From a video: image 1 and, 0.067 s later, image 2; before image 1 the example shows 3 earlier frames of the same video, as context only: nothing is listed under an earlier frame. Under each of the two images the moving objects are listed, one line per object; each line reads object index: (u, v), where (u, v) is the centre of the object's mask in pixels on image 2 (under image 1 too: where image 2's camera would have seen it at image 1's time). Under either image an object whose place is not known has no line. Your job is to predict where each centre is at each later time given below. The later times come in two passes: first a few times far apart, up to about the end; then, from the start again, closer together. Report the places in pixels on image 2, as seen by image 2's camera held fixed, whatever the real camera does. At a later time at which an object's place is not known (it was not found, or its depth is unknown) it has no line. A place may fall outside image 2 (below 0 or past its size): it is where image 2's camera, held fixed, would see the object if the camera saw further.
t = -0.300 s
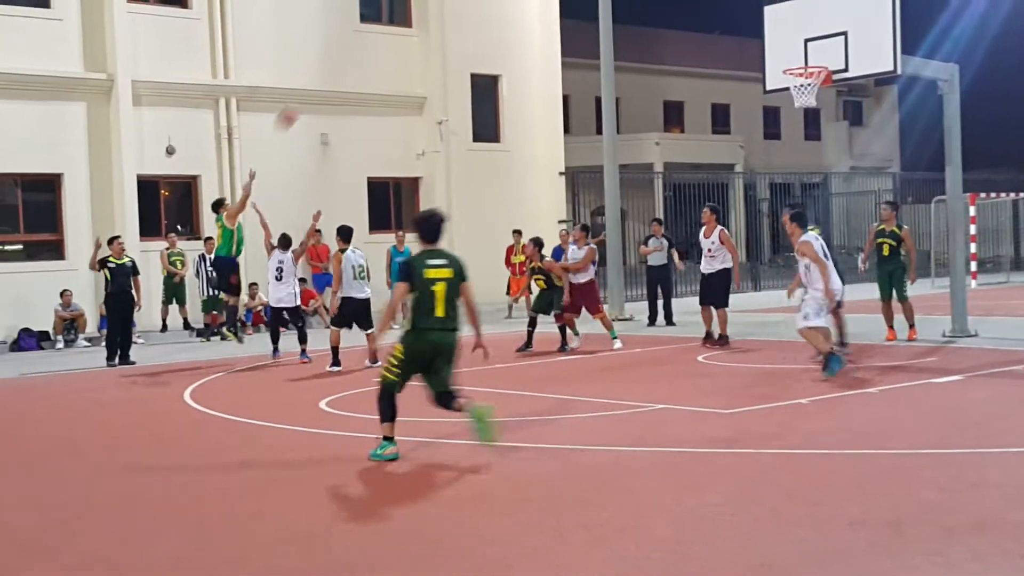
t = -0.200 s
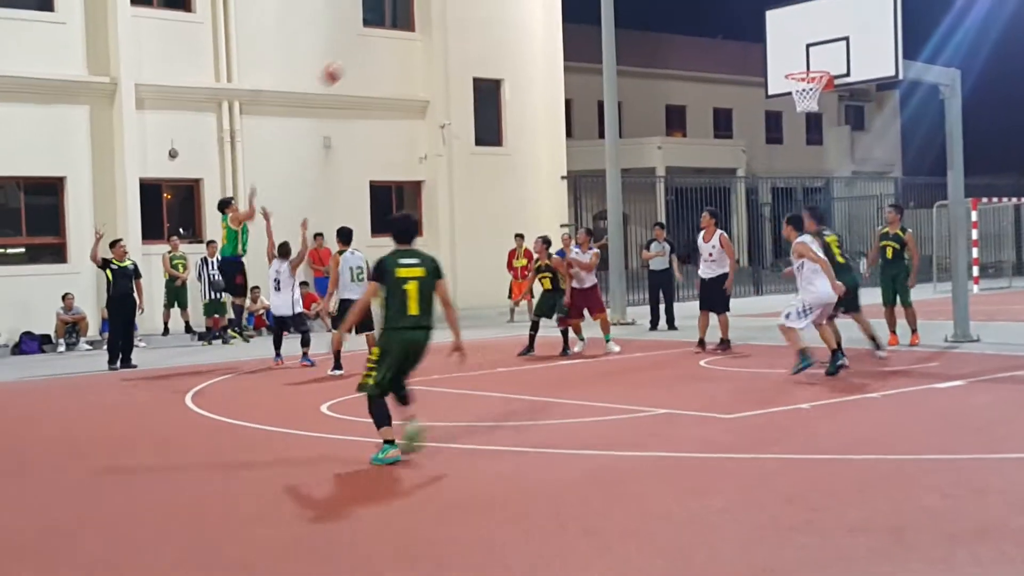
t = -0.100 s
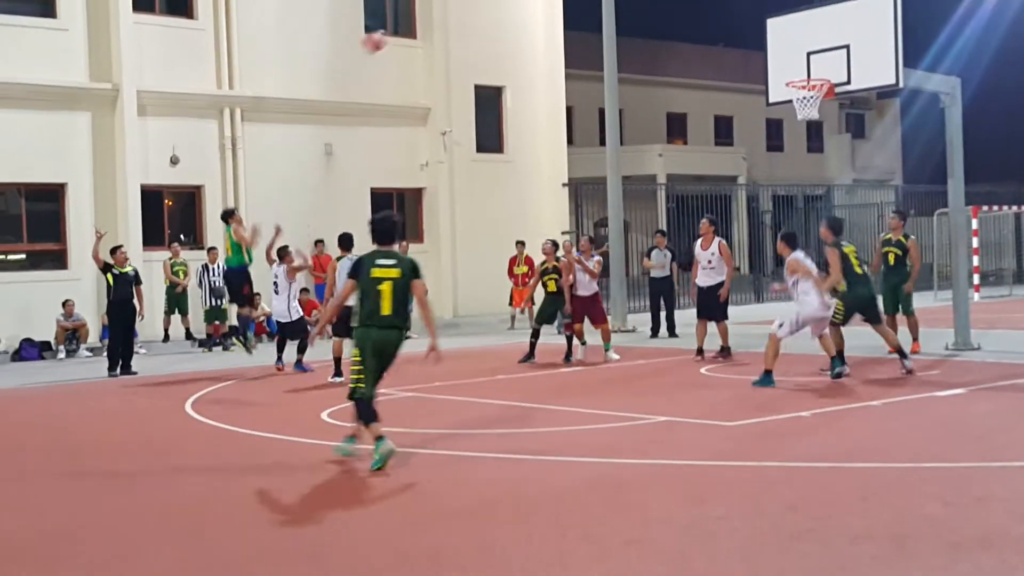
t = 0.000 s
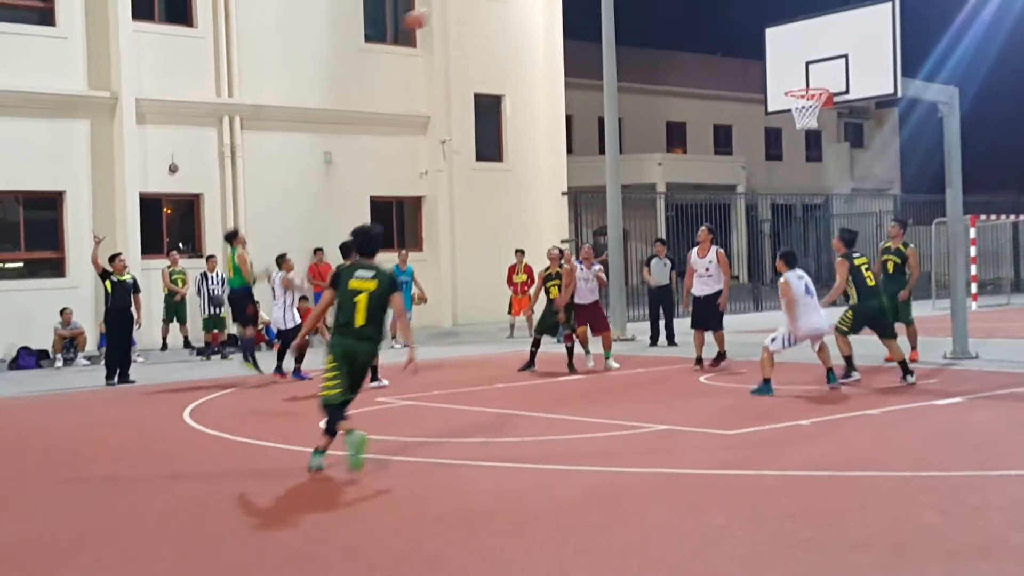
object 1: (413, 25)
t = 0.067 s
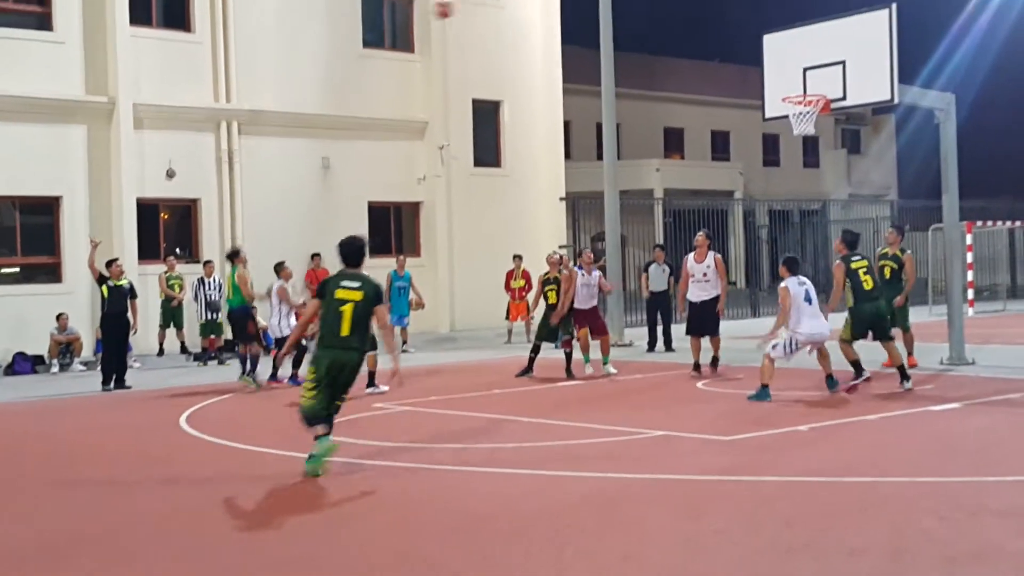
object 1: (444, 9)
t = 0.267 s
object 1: (532, -17)
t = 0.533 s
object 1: (653, -8)
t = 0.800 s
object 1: (777, 67)
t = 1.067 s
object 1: (772, 167)
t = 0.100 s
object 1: (458, 4)
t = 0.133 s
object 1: (472, -1)
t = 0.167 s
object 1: (486, -6)
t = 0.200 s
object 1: (501, -9)
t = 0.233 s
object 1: (516, -13)
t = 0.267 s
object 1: (532, -17)
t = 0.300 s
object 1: (546, -19)
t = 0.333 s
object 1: (564, -21)
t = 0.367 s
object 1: (575, -23)
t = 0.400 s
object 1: (589, -22)
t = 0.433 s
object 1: (607, -19)
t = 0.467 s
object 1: (623, -16)
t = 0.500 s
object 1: (637, -12)
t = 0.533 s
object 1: (653, -8)
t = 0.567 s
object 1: (669, -2)
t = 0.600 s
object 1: (684, 5)
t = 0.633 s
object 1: (700, 12)
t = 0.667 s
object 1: (715, 21)
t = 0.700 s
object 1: (730, 31)
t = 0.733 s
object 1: (746, 41)
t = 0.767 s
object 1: (760, 52)
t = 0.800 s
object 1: (777, 67)
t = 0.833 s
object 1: (778, 77)
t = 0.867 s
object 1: (776, 85)
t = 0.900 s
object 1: (775, 96)
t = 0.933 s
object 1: (774, 107)
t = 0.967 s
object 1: (774, 122)
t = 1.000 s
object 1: (772, 136)
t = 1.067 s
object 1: (772, 167)
